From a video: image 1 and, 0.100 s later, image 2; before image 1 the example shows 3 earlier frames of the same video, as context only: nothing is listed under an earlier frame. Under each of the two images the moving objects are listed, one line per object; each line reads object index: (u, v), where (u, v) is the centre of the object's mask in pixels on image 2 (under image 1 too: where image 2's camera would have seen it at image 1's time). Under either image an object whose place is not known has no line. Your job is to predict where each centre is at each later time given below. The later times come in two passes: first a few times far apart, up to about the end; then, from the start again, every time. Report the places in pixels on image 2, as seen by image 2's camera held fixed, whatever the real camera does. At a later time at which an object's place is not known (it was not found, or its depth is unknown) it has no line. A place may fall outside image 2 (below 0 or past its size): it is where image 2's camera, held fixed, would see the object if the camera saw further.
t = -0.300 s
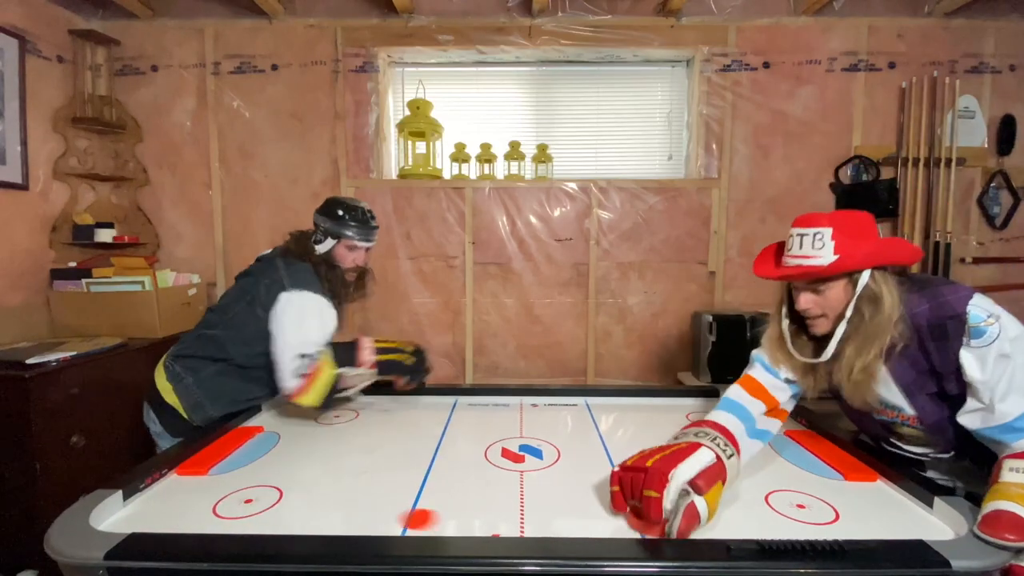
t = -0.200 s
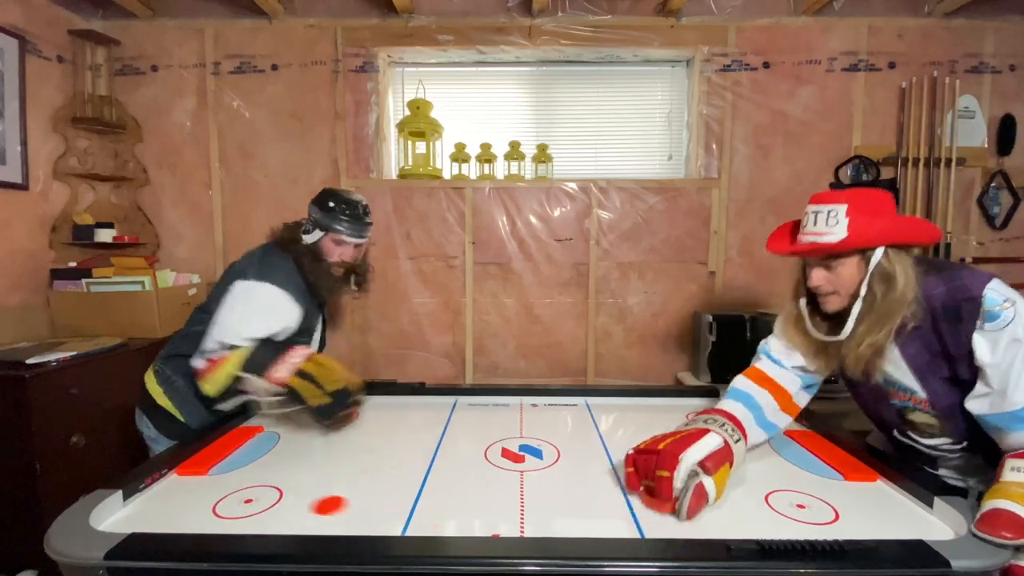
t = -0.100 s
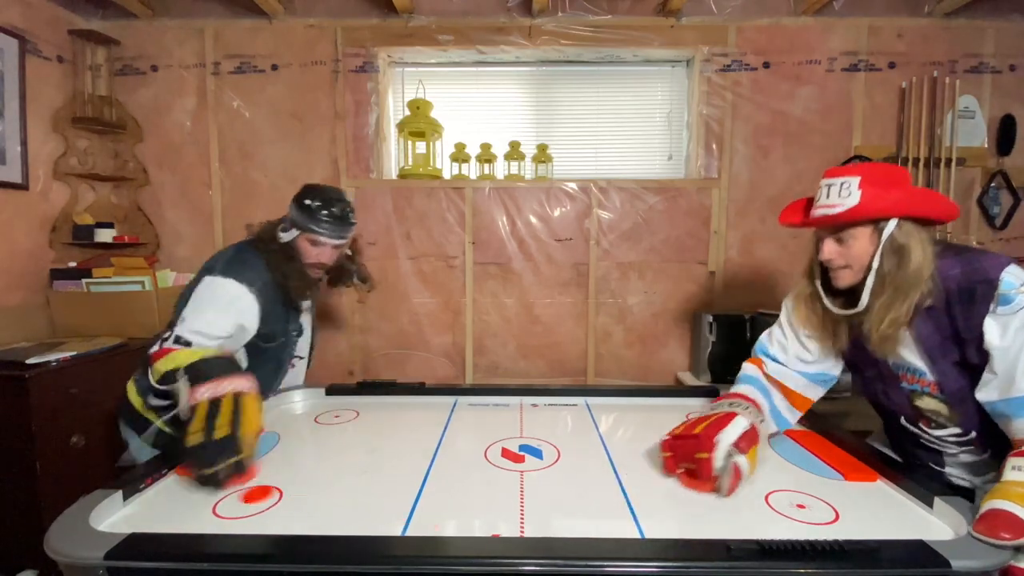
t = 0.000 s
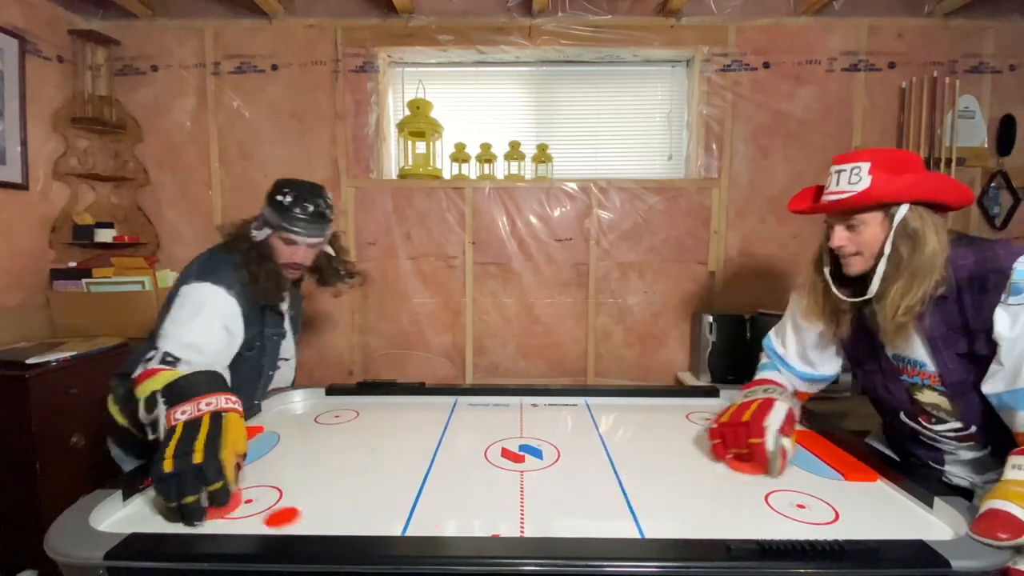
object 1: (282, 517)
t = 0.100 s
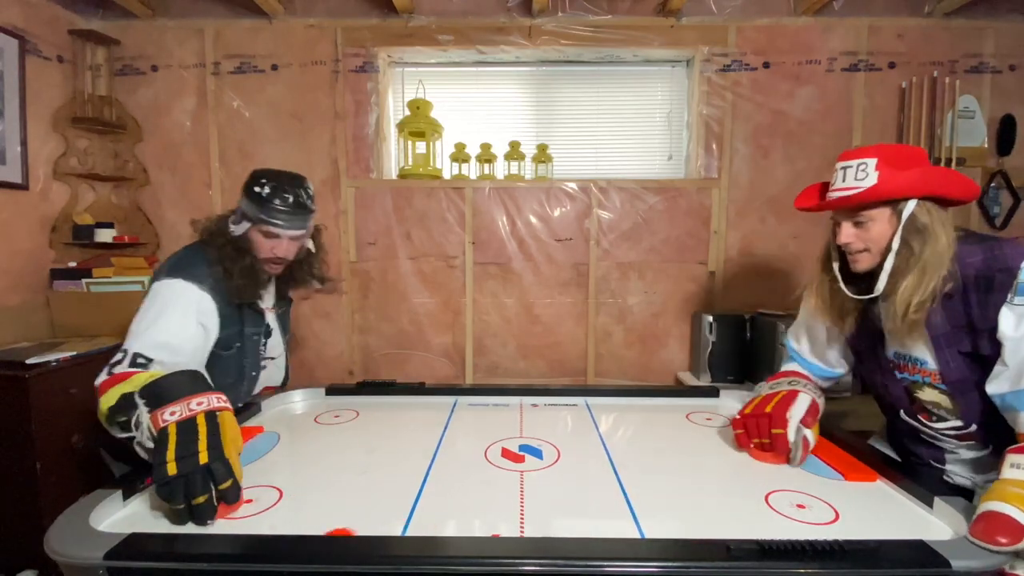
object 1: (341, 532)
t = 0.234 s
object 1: (422, 524)
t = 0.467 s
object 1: (545, 499)
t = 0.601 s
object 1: (605, 487)
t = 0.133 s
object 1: (362, 530)
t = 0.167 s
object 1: (381, 529)
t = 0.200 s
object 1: (402, 527)
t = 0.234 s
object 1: (422, 524)
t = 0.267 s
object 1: (441, 520)
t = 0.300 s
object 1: (459, 517)
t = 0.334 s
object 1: (478, 513)
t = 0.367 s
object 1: (496, 509)
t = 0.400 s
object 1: (513, 506)
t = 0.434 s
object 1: (529, 503)
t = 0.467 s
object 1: (545, 499)
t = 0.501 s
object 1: (561, 496)
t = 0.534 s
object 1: (576, 493)
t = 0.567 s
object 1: (591, 490)
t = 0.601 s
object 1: (605, 487)
